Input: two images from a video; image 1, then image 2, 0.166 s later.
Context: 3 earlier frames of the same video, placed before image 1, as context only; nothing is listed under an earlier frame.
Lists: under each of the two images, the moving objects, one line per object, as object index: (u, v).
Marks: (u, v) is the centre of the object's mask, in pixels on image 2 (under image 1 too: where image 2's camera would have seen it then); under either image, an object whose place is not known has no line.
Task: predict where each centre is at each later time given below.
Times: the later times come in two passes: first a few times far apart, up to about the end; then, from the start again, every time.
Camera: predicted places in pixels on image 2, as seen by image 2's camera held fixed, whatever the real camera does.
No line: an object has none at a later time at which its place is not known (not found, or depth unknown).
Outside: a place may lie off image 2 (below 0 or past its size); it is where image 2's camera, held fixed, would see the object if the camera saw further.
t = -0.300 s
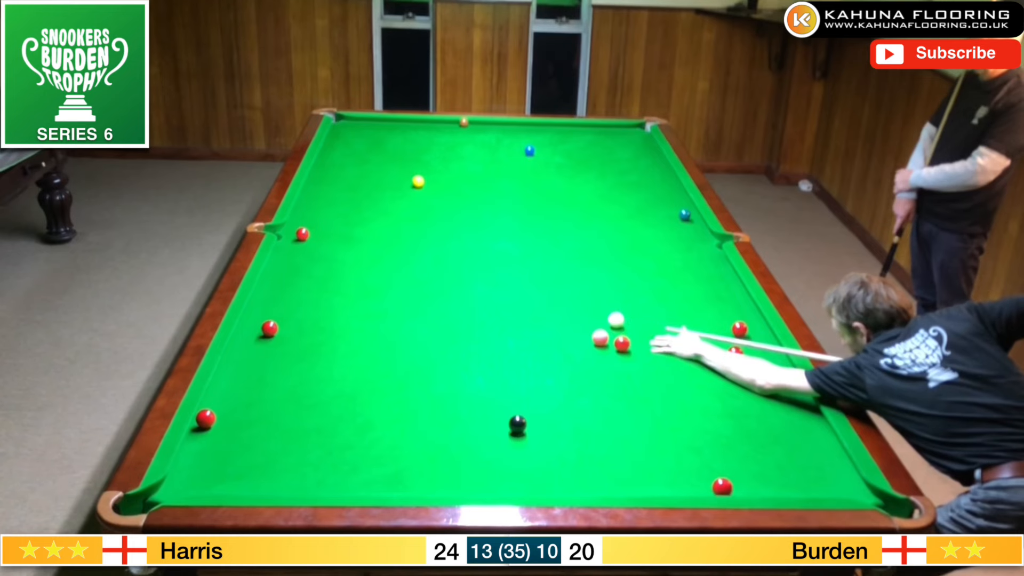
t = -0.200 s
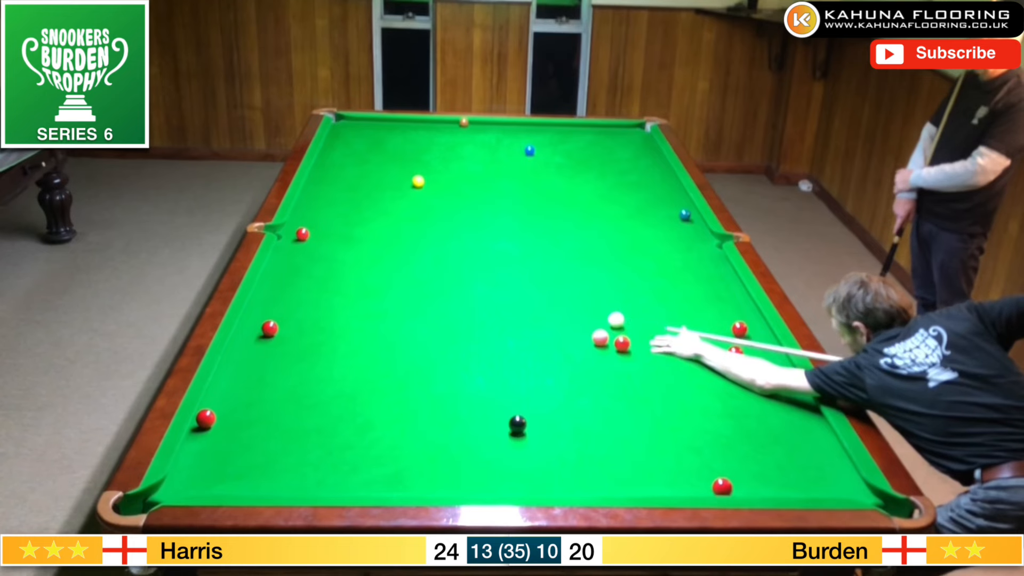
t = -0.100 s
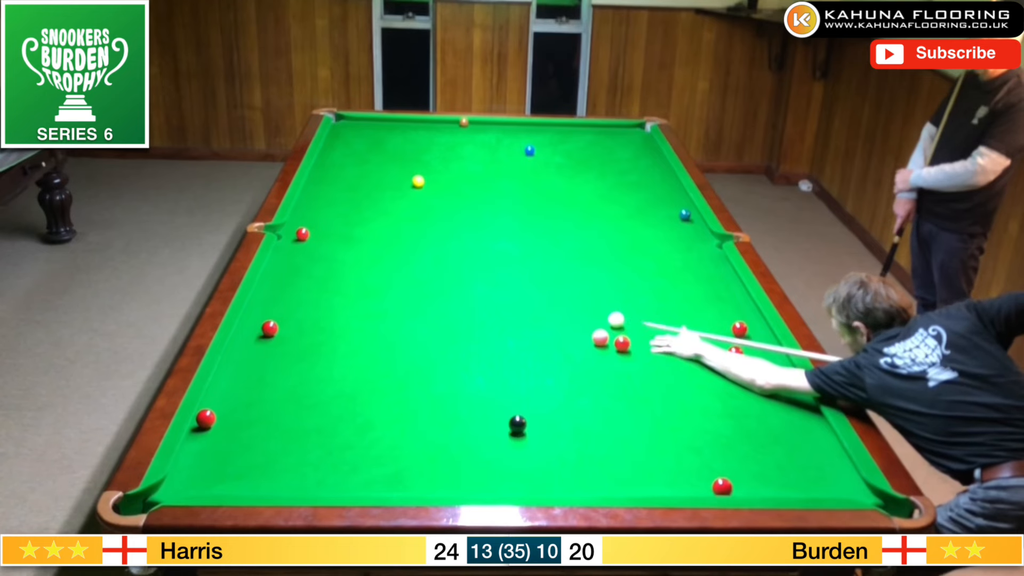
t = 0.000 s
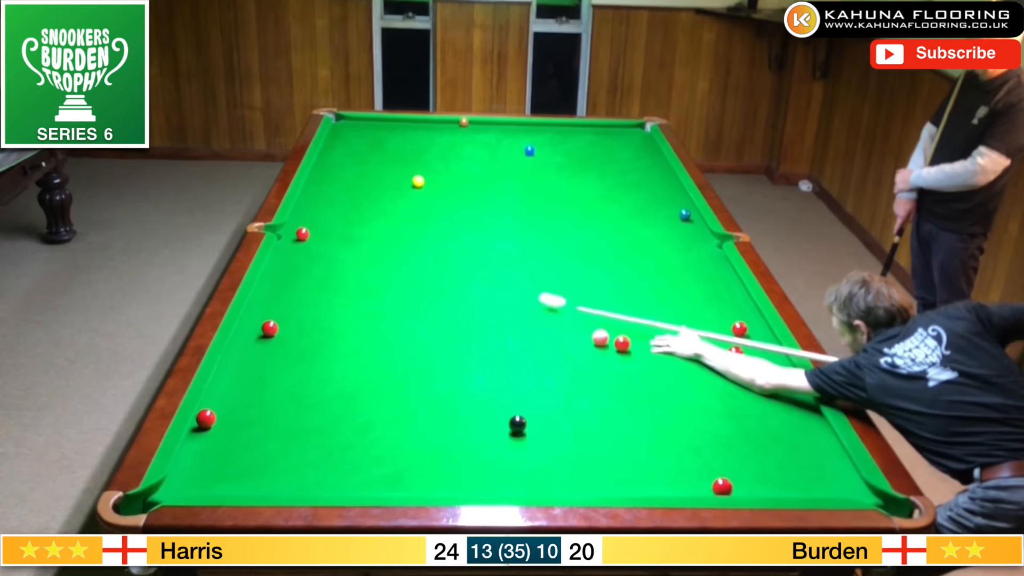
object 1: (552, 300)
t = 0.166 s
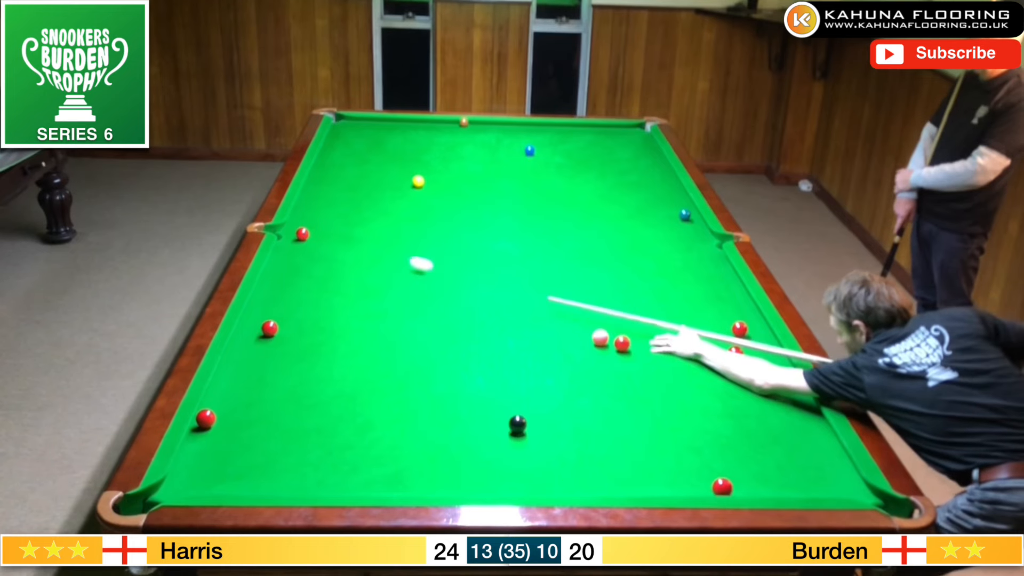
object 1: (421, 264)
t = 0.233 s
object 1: (374, 251)
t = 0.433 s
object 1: (320, 226)
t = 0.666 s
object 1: (309, 205)
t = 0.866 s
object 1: (318, 191)
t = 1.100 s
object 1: (339, 177)
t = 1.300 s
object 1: (355, 166)
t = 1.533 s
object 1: (372, 155)
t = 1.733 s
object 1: (385, 146)
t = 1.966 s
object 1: (398, 136)
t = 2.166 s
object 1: (409, 129)
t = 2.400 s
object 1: (420, 121)
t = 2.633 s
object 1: (427, 124)
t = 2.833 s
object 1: (434, 128)
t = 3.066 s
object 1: (440, 132)
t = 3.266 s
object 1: (446, 136)
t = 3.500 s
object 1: (452, 141)
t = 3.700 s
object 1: (457, 144)
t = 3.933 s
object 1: (462, 148)
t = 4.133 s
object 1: (466, 151)
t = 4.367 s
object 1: (471, 154)
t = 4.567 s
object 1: (475, 156)
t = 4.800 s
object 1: (479, 159)
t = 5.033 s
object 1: (482, 161)
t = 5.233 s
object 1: (485, 163)
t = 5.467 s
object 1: (488, 165)
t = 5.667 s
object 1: (489, 166)
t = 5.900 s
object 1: (491, 166)
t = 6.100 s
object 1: (492, 167)
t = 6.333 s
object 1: (492, 167)
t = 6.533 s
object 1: (492, 167)
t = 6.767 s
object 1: (492, 167)
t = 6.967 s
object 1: (492, 167)
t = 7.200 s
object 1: (492, 167)
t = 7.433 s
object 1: (492, 167)
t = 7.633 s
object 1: (492, 167)
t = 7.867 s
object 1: (492, 167)
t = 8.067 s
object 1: (492, 167)
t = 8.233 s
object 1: (492, 167)
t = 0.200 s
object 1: (397, 257)
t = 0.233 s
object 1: (374, 251)
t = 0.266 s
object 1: (351, 245)
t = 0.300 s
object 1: (330, 238)
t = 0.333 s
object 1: (315, 234)
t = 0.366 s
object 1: (318, 231)
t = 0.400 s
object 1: (319, 228)
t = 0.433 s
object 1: (320, 226)
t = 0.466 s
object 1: (320, 223)
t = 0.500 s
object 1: (319, 220)
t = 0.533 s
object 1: (318, 217)
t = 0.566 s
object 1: (317, 214)
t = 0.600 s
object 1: (315, 211)
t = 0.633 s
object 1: (312, 208)
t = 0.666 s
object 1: (309, 205)
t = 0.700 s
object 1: (306, 202)
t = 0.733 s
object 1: (303, 199)
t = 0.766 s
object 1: (307, 197)
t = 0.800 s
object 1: (311, 195)
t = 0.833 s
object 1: (314, 192)
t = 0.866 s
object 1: (318, 191)
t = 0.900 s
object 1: (321, 188)
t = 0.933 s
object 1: (324, 186)
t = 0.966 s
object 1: (327, 184)
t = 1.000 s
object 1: (330, 182)
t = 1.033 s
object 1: (333, 180)
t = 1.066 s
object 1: (336, 178)
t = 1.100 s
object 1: (339, 177)
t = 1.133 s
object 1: (342, 175)
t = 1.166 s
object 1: (344, 173)
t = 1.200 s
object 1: (347, 171)
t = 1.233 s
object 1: (350, 169)
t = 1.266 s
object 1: (352, 167)
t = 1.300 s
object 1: (355, 166)
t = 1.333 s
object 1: (357, 164)
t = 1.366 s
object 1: (360, 162)
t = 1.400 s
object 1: (362, 161)
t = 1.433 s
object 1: (365, 159)
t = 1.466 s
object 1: (367, 158)
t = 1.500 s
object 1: (370, 156)
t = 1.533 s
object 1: (372, 155)
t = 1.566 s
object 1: (374, 153)
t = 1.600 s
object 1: (376, 151)
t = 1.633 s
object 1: (378, 150)
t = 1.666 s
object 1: (381, 149)
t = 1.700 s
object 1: (383, 147)
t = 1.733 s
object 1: (385, 146)
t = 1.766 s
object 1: (387, 144)
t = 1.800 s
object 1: (389, 143)
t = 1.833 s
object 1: (391, 142)
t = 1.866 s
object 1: (393, 140)
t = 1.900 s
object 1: (395, 139)
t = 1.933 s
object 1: (396, 138)
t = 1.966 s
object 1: (398, 136)
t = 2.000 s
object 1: (400, 135)
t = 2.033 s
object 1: (402, 134)
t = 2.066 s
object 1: (404, 133)
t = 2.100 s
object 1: (405, 131)
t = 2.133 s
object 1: (407, 130)
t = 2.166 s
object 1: (409, 129)
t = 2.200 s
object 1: (410, 128)
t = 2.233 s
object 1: (412, 127)
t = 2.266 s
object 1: (413, 126)
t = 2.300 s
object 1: (415, 125)
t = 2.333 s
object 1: (416, 124)
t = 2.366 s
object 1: (418, 123)
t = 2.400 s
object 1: (420, 121)
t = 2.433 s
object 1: (421, 120)
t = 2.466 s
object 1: (422, 120)
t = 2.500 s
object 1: (423, 121)
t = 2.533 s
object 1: (424, 121)
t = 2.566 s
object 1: (425, 122)
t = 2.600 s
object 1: (426, 123)
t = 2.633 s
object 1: (427, 124)
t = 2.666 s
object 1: (429, 124)
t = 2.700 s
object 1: (429, 125)
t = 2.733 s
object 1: (431, 126)
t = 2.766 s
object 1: (432, 126)
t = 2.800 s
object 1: (432, 127)
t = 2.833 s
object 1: (434, 128)
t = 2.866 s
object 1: (435, 128)
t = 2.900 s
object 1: (435, 129)
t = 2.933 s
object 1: (436, 130)
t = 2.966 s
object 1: (437, 130)
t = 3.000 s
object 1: (438, 131)
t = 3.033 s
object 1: (439, 132)
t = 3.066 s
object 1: (440, 132)
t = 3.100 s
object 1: (441, 133)
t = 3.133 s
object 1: (442, 134)
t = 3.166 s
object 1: (443, 134)
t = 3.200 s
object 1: (444, 135)
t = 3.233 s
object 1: (445, 136)
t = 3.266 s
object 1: (446, 136)
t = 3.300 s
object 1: (446, 137)
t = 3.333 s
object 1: (447, 138)
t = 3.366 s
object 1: (448, 138)
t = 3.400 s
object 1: (449, 139)
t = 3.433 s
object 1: (450, 139)
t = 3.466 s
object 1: (451, 140)
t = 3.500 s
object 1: (452, 141)
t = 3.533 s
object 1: (452, 141)
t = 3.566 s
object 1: (453, 142)
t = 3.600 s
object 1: (454, 142)
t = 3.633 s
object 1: (455, 143)
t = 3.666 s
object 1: (456, 143)
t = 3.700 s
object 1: (457, 144)
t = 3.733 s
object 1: (457, 144)
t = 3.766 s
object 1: (458, 145)
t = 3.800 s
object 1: (459, 146)
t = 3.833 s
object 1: (460, 146)
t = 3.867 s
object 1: (461, 147)
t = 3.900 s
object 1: (461, 147)
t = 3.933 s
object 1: (462, 148)
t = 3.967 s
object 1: (463, 148)
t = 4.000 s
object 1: (464, 149)
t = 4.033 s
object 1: (464, 149)
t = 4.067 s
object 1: (465, 150)
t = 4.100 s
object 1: (466, 150)
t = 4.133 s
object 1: (466, 151)
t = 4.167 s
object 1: (467, 151)
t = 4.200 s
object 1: (468, 152)
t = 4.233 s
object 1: (468, 152)
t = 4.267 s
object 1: (469, 153)
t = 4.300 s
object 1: (470, 153)
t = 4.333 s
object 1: (470, 153)
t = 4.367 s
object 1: (471, 154)
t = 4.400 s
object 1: (472, 154)
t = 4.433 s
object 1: (472, 155)
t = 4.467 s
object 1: (473, 155)
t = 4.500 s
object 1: (474, 156)
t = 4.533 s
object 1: (474, 156)
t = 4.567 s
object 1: (475, 156)
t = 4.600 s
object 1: (476, 157)
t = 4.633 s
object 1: (476, 157)
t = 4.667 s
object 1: (477, 157)
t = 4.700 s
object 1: (477, 158)
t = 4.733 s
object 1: (478, 158)
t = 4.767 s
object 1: (479, 159)
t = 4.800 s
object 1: (479, 159)
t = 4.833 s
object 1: (480, 159)
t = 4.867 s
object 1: (480, 160)
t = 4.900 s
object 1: (481, 160)
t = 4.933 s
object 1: (481, 160)
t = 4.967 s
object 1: (482, 161)
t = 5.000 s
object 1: (482, 161)
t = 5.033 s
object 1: (482, 161)
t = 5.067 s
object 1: (483, 162)
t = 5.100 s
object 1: (483, 162)
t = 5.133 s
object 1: (484, 162)
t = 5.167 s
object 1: (484, 162)
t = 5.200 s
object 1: (485, 163)
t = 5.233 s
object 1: (485, 163)
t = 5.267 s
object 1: (485, 163)
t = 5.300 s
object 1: (486, 163)
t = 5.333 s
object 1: (486, 164)
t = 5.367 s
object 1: (487, 164)
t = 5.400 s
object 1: (487, 164)
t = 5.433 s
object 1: (487, 164)
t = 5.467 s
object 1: (488, 165)
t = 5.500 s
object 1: (488, 165)
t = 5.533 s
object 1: (488, 165)
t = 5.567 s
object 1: (488, 165)
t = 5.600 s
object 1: (489, 165)
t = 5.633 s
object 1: (489, 166)
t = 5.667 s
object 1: (489, 166)
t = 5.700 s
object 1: (489, 166)
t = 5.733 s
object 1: (490, 166)
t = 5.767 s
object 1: (490, 166)
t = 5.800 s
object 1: (490, 166)
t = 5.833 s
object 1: (490, 166)
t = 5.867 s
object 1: (490, 166)
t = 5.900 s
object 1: (491, 166)
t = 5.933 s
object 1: (491, 166)
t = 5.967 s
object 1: (491, 167)
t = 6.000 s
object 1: (491, 167)
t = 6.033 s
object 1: (491, 167)
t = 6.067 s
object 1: (491, 167)
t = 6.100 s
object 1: (492, 167)
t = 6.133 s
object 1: (492, 167)
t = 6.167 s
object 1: (492, 167)
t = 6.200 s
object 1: (492, 167)
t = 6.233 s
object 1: (492, 167)
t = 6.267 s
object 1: (492, 167)
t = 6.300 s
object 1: (492, 167)
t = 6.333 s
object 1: (492, 167)
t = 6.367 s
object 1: (492, 167)
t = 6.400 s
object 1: (492, 167)
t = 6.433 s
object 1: (492, 167)
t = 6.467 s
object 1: (492, 167)
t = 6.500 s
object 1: (492, 167)
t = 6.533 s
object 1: (492, 167)
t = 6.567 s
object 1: (492, 167)
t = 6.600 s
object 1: (492, 167)
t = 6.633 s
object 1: (492, 167)
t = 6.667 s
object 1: (492, 167)
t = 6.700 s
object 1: (492, 167)
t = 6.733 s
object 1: (492, 167)
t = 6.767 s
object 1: (492, 167)
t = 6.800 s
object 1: (492, 167)
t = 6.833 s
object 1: (492, 167)
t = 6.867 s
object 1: (492, 167)
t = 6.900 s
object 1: (492, 167)
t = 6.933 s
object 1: (492, 167)
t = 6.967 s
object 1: (492, 167)
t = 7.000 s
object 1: (492, 167)
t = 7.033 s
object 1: (492, 167)
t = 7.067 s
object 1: (492, 167)
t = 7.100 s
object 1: (492, 167)
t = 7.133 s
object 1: (492, 167)
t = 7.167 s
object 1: (492, 167)
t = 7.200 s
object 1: (492, 167)
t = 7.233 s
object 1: (492, 167)
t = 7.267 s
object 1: (492, 167)
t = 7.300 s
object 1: (492, 167)
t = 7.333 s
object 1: (492, 167)
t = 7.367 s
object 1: (492, 167)
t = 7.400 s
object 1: (492, 167)
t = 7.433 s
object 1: (492, 167)
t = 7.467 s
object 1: (492, 167)
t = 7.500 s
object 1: (492, 167)
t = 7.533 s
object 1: (492, 167)
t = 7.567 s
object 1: (492, 167)
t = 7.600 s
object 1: (492, 167)
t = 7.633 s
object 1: (492, 167)
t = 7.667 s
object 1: (492, 167)
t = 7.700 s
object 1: (492, 167)
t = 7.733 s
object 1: (492, 167)
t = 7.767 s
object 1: (492, 167)
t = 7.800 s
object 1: (492, 167)
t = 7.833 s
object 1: (492, 167)
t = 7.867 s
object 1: (492, 167)
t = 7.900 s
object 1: (492, 167)
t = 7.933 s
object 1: (492, 167)
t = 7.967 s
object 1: (492, 167)
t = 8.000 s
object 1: (492, 167)
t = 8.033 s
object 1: (492, 167)
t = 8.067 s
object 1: (492, 167)
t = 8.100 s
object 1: (492, 167)
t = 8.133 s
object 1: (492, 167)
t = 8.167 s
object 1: (492, 167)
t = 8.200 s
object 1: (492, 167)
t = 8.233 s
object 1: (492, 167)
